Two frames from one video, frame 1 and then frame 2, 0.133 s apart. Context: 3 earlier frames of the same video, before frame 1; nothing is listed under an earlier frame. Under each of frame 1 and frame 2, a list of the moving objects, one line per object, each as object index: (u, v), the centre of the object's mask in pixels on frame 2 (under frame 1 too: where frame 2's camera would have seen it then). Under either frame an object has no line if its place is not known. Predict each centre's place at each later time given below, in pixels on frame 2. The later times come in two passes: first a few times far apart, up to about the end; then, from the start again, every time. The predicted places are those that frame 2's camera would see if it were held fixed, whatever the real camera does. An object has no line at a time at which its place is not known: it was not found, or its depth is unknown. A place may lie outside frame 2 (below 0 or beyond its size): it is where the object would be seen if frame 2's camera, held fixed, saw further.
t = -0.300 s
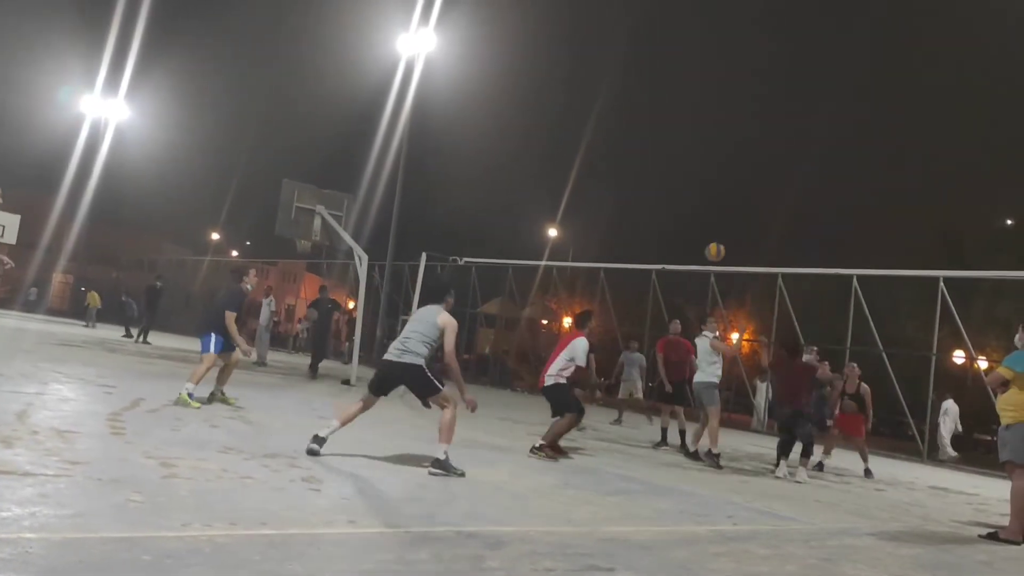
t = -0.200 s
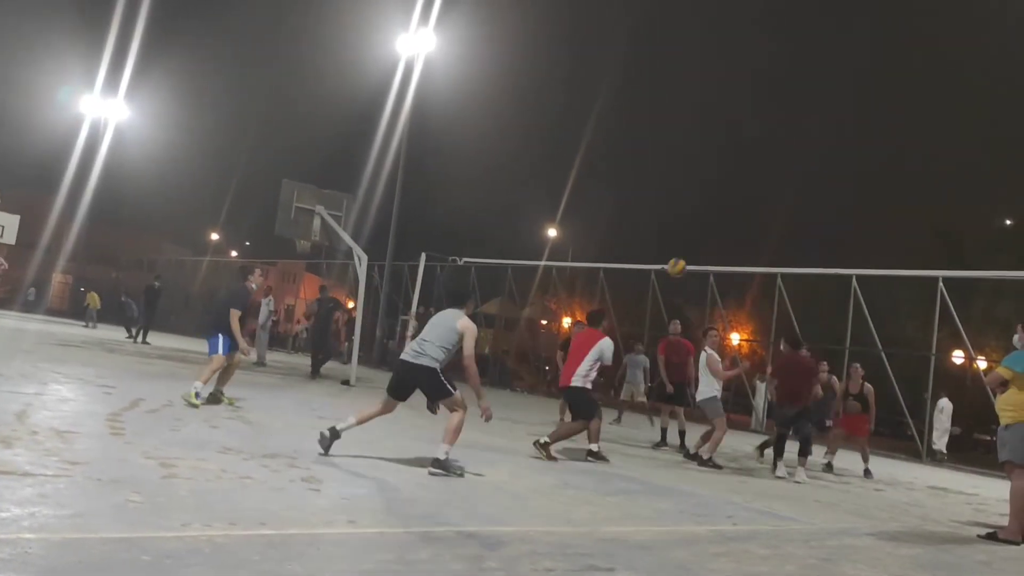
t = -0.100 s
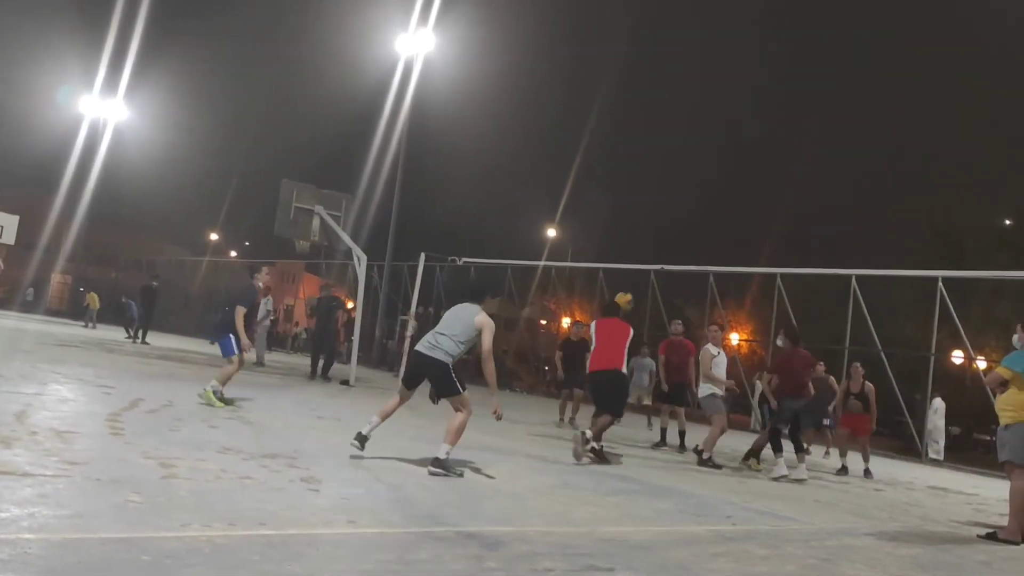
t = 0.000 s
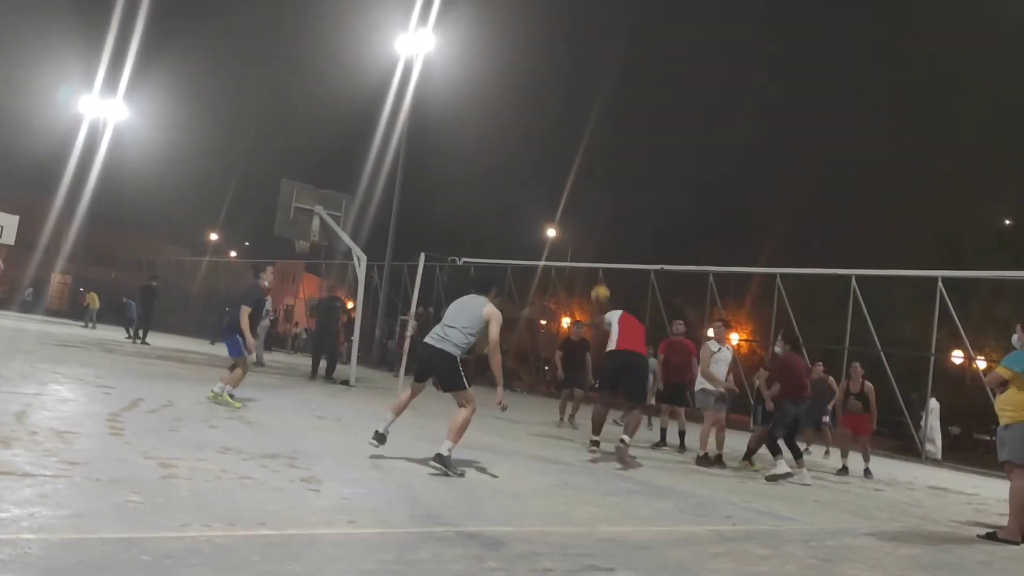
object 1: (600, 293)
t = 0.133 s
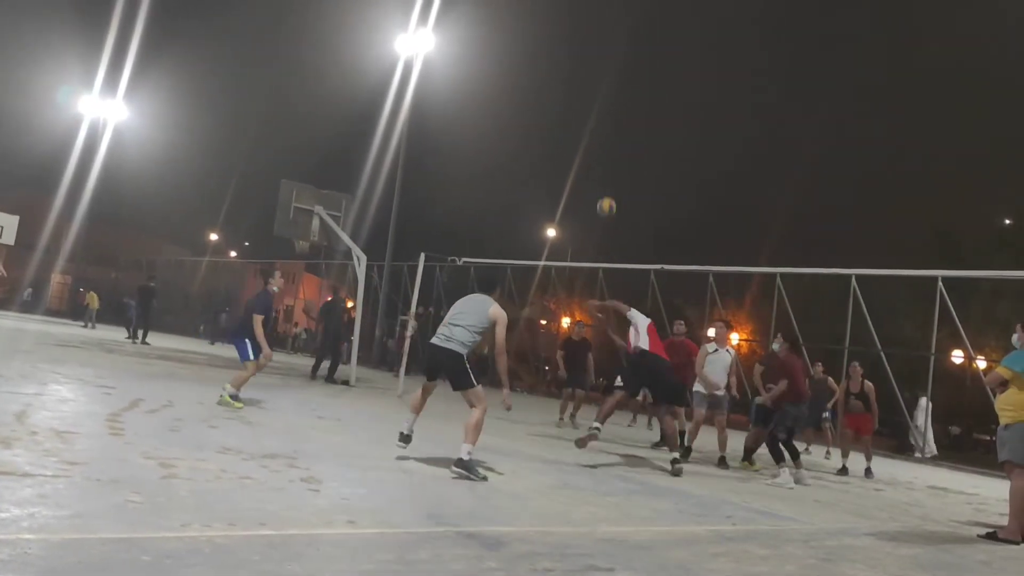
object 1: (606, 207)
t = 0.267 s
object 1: (610, 140)
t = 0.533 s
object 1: (613, 56)
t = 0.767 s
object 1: (609, 33)
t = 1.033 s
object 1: (596, 61)
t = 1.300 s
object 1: (577, 146)
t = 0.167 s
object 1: (608, 188)
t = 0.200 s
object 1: (609, 170)
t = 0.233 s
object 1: (609, 155)
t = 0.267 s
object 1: (610, 140)
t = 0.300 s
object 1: (611, 126)
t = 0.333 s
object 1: (612, 113)
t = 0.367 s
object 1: (613, 101)
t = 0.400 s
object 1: (613, 90)
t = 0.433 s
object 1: (613, 80)
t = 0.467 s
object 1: (613, 72)
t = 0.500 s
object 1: (613, 63)
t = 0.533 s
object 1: (613, 56)
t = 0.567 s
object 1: (613, 50)
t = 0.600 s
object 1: (613, 45)
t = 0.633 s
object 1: (612, 41)
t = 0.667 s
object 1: (612, 38)
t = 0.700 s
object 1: (611, 35)
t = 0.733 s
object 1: (610, 34)
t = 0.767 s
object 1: (609, 33)
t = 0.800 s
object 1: (608, 34)
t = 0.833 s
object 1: (606, 35)
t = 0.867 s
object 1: (605, 36)
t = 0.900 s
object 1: (604, 40)
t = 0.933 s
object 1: (602, 45)
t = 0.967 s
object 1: (600, 49)
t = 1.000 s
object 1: (598, 55)
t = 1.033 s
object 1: (596, 61)
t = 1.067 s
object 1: (594, 69)
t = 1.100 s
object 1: (592, 77)
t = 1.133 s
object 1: (590, 86)
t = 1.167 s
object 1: (588, 96)
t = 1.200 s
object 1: (585, 107)
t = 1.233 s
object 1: (582, 120)
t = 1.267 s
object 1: (580, 132)
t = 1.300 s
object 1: (577, 146)
